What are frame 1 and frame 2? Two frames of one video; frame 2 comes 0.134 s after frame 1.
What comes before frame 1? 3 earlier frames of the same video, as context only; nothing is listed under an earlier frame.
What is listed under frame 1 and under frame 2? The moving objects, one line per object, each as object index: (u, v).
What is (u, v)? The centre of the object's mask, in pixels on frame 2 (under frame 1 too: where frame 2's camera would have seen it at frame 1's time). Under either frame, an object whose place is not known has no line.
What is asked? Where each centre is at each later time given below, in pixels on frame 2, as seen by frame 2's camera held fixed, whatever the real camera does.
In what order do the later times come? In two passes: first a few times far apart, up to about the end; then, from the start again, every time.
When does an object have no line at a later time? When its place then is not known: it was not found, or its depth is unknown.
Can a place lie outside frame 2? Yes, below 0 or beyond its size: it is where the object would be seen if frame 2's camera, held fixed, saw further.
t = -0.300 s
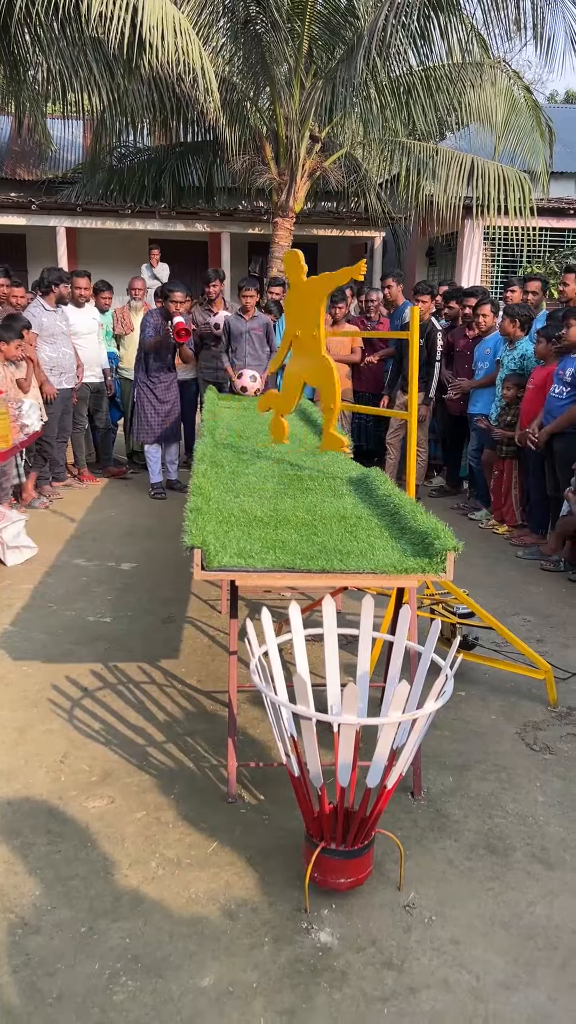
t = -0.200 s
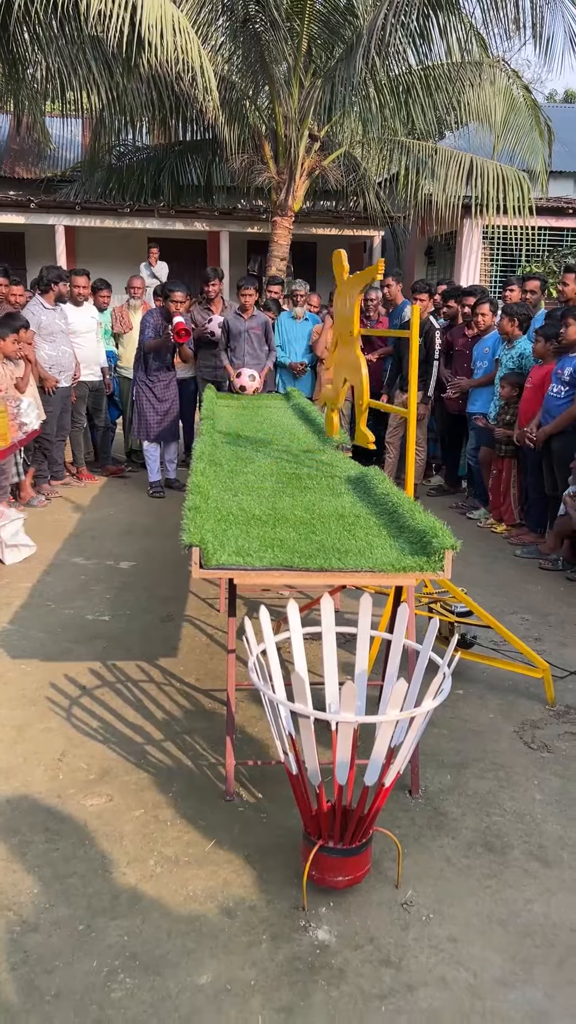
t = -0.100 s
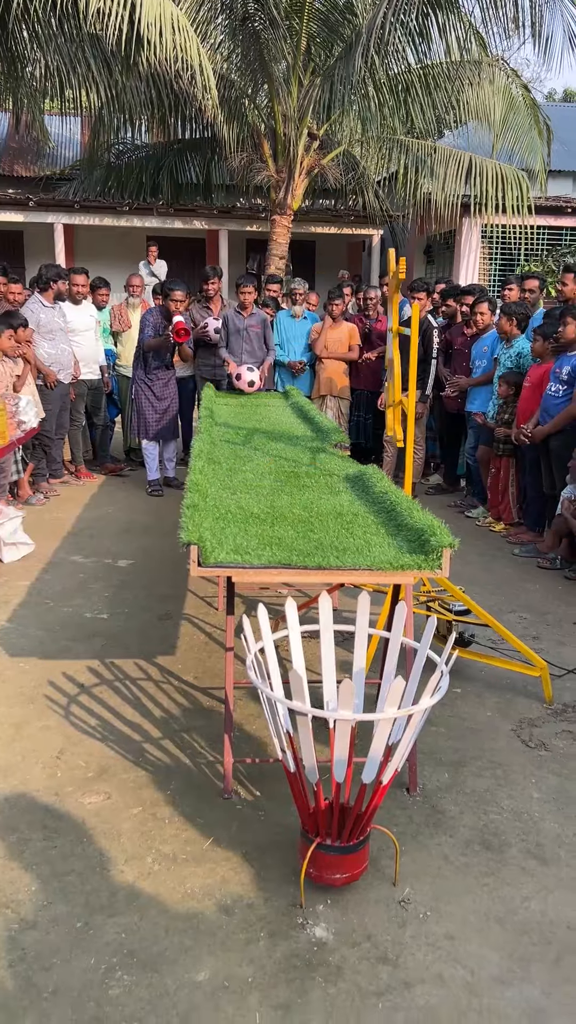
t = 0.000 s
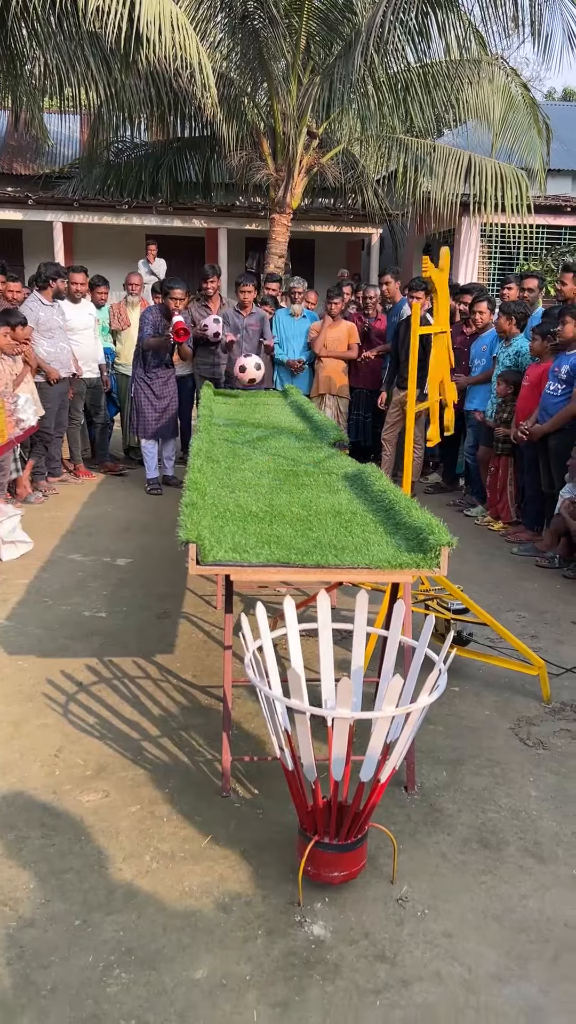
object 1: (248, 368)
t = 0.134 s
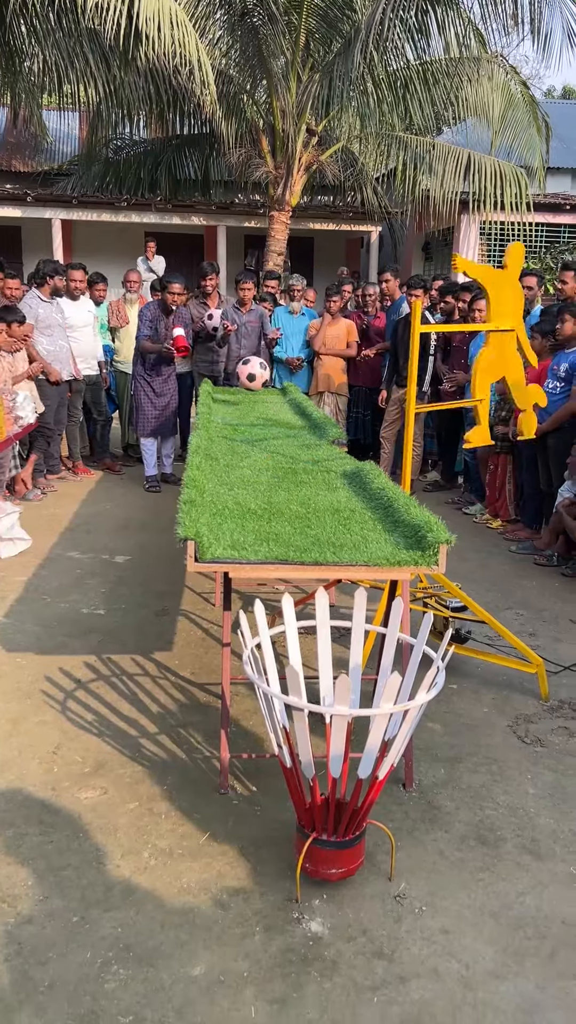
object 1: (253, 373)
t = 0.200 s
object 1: (255, 388)
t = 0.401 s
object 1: (263, 393)
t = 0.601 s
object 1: (272, 420)
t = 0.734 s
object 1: (279, 439)
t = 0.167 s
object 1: (254, 379)
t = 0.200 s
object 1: (255, 388)
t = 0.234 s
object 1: (257, 399)
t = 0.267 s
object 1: (258, 399)
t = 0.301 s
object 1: (259, 395)
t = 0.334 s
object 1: (260, 392)
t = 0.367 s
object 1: (262, 391)
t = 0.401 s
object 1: (263, 393)
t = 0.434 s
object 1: (265, 396)
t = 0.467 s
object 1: (266, 402)
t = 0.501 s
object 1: (268, 411)
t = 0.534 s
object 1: (269, 422)
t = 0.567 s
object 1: (270, 422)
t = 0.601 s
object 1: (272, 420)
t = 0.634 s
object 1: (274, 420)
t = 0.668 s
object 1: (275, 423)
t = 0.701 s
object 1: (277, 429)
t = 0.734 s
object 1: (279, 439)
